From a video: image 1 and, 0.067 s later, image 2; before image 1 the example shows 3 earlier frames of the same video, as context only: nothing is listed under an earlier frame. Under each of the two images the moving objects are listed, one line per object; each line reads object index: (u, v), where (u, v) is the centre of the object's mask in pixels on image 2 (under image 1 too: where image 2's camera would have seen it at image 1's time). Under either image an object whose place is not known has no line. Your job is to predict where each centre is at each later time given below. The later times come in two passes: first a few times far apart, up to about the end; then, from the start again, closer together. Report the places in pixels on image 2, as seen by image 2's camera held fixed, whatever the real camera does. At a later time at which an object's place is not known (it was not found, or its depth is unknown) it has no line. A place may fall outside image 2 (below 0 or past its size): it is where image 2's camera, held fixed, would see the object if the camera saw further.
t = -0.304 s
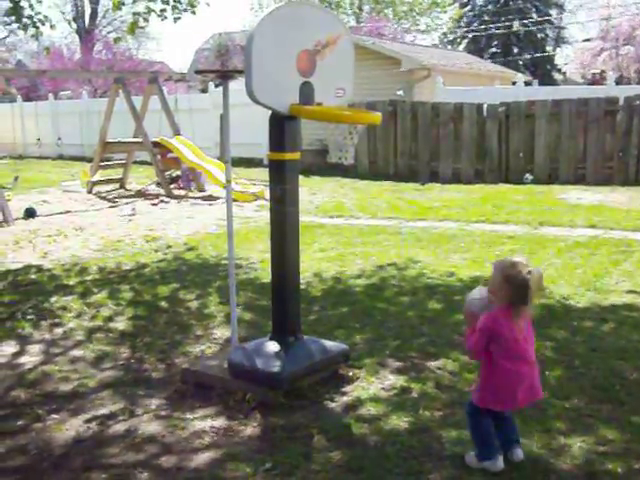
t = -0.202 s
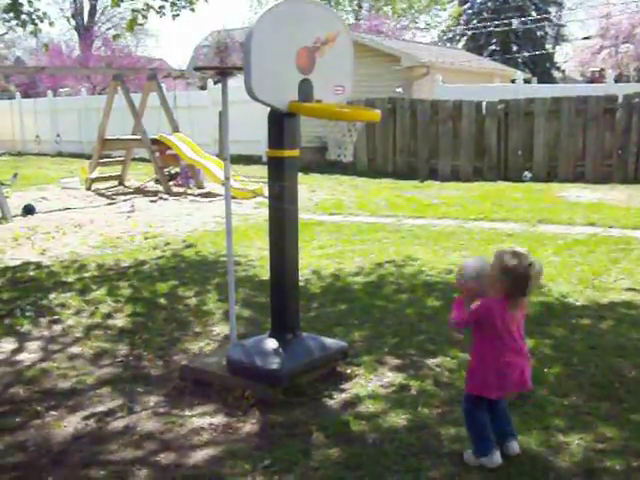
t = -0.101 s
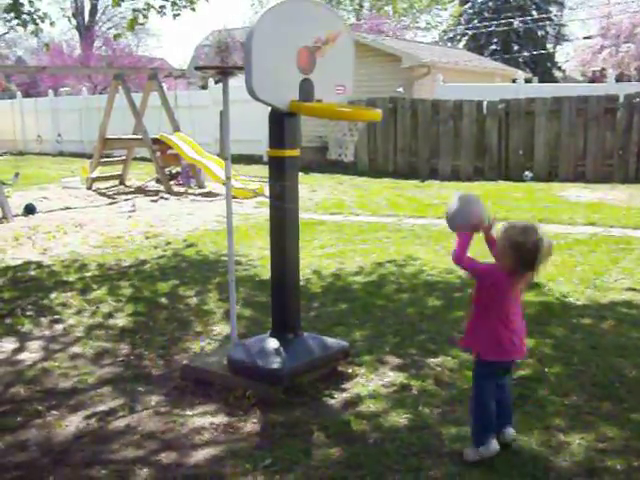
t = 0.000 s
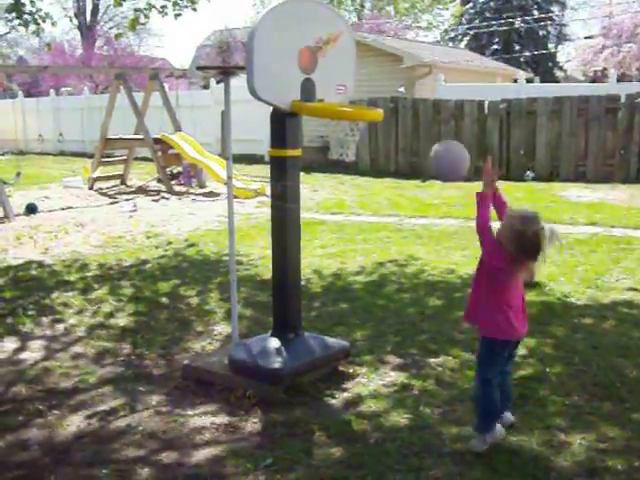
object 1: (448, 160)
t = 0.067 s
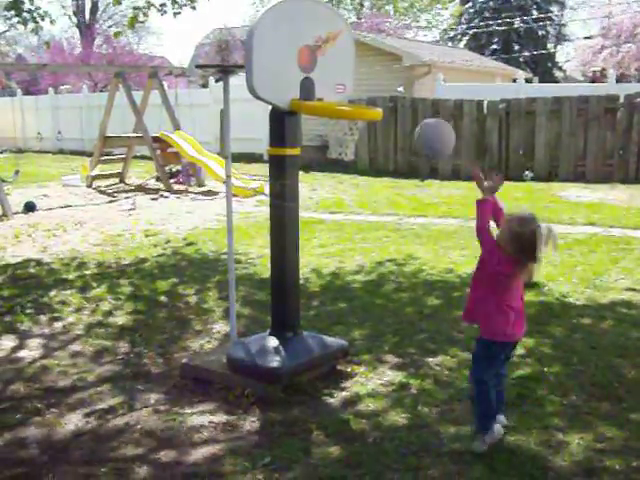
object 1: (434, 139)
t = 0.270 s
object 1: (397, 138)
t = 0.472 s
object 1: (362, 225)
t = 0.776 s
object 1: (328, 348)
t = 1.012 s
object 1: (337, 347)
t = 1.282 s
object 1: (335, 364)
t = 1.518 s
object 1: (339, 372)
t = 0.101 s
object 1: (428, 132)
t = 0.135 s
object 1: (422, 127)
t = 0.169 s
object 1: (416, 126)
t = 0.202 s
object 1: (409, 126)
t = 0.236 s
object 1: (403, 131)
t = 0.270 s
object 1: (397, 138)
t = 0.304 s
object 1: (390, 146)
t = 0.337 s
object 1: (384, 159)
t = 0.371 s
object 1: (379, 172)
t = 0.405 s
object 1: (373, 187)
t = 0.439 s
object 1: (367, 206)
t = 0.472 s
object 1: (362, 225)
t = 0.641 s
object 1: (337, 349)
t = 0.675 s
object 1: (332, 377)
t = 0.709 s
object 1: (328, 368)
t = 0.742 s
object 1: (326, 356)
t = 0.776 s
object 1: (328, 348)
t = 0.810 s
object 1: (332, 340)
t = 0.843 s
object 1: (330, 338)
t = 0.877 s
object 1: (331, 337)
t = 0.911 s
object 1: (333, 335)
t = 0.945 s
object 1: (336, 336)
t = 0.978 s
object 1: (337, 342)
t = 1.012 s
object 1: (337, 347)
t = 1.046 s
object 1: (338, 355)
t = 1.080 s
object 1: (340, 365)
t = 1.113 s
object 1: (341, 376)
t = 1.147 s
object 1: (340, 372)
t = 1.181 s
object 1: (338, 366)
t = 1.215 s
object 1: (336, 364)
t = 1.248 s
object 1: (335, 363)
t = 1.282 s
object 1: (335, 364)
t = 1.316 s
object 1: (336, 367)
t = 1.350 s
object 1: (338, 372)
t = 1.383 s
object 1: (338, 371)
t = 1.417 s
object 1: (339, 371)
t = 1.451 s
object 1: (339, 371)
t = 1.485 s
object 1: (339, 372)
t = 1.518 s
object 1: (339, 372)
